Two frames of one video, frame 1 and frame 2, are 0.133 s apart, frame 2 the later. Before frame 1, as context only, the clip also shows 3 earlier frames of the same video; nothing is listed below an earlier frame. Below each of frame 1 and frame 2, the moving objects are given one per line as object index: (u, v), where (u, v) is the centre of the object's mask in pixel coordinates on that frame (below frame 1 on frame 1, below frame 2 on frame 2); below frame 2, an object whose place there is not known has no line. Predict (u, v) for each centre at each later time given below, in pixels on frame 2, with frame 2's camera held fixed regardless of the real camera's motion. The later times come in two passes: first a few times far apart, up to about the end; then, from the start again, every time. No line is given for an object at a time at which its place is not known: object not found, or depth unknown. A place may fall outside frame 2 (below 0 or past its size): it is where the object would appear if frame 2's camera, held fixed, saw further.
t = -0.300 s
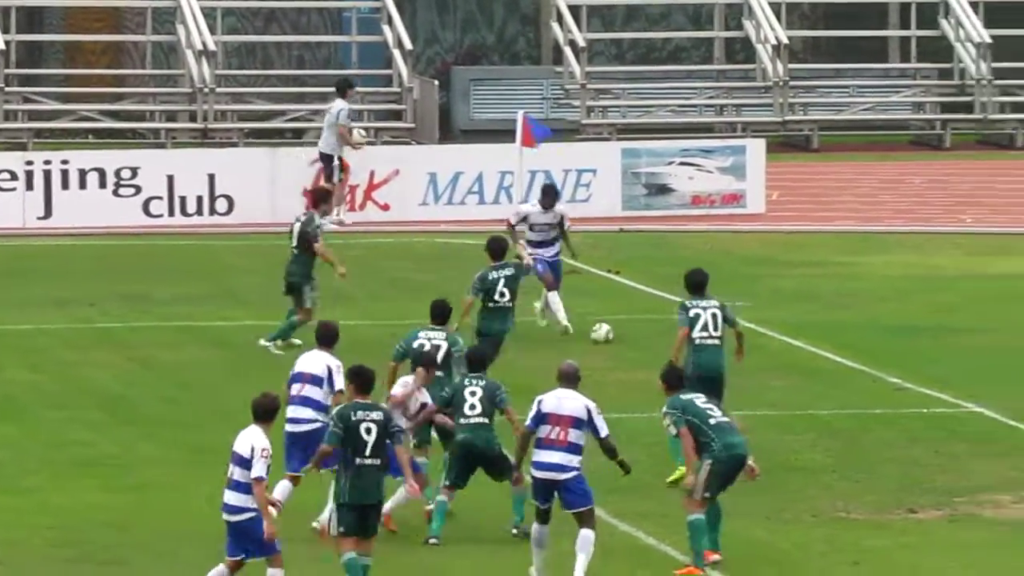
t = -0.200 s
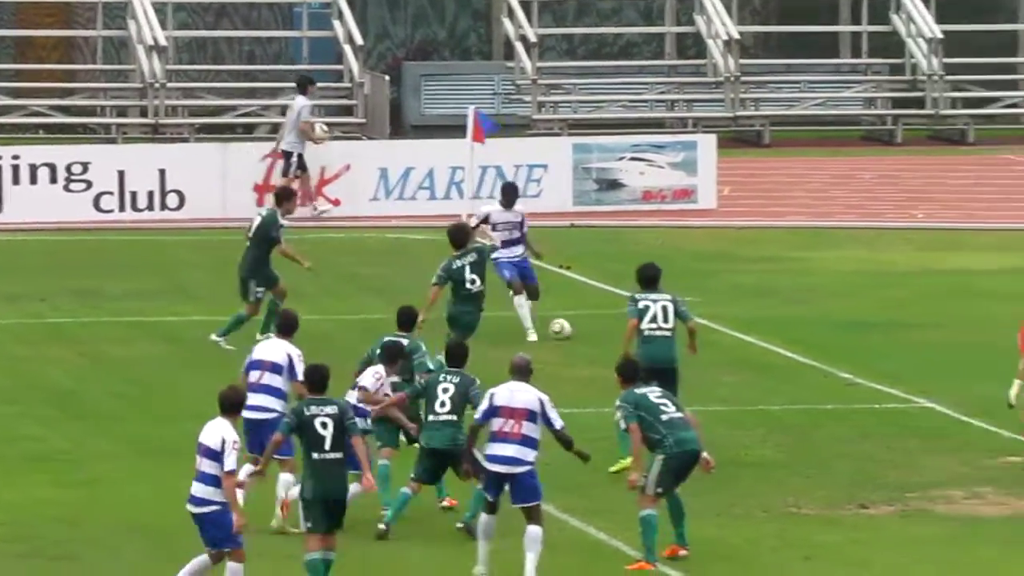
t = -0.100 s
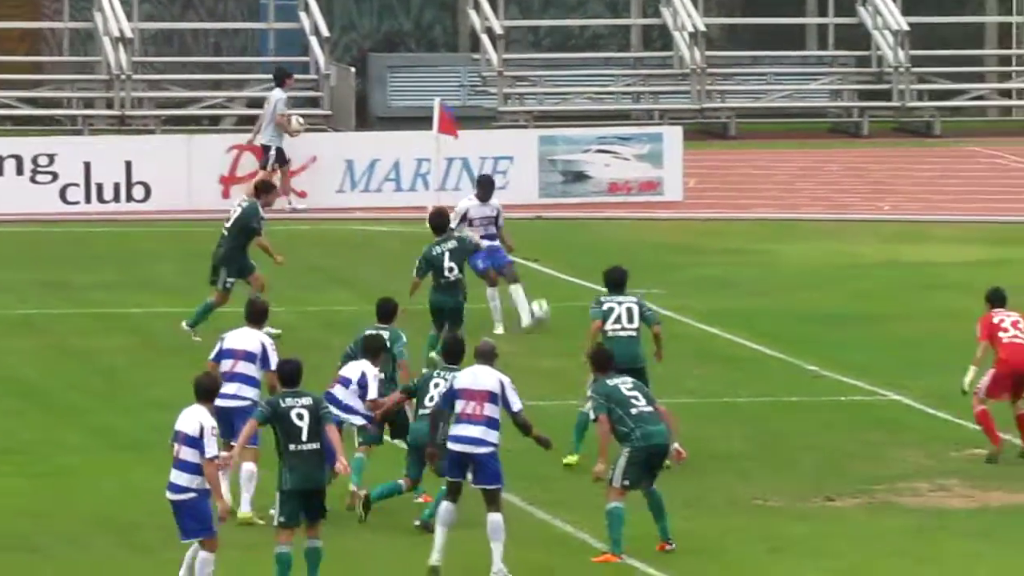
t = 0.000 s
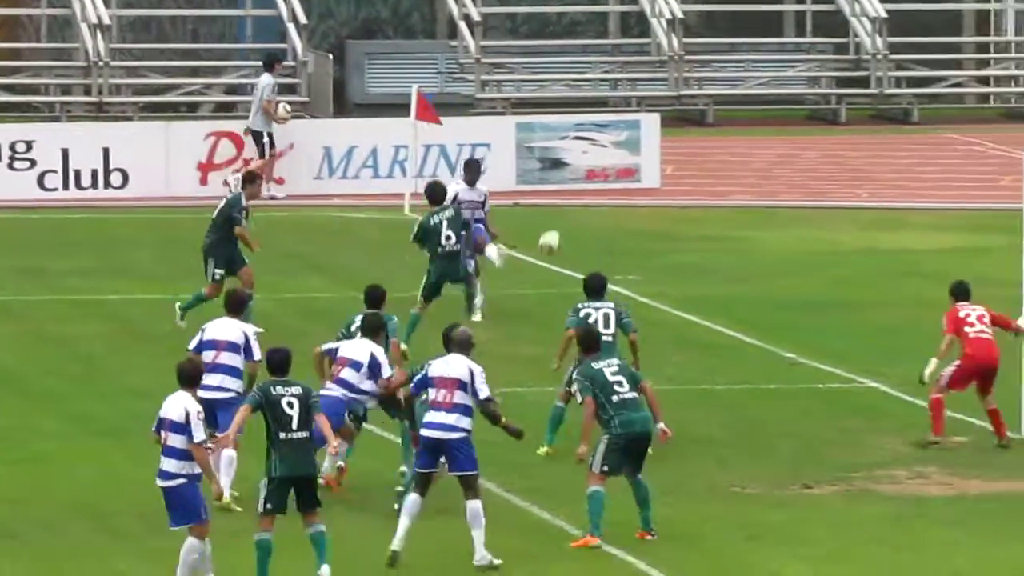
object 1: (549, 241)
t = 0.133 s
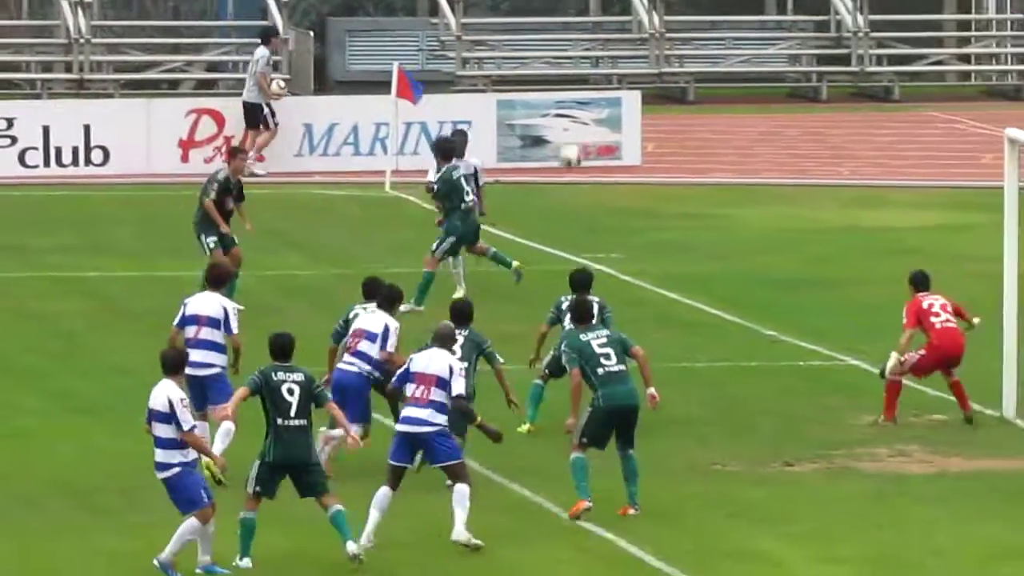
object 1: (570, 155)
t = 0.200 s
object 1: (589, 131)
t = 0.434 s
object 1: (646, 58)
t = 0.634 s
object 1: (684, 29)
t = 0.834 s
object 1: (711, 37)
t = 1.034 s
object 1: (741, 81)
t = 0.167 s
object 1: (580, 144)
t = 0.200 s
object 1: (589, 131)
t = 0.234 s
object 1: (596, 118)
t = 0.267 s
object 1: (605, 106)
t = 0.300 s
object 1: (613, 94)
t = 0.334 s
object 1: (621, 84)
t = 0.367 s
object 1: (629, 76)
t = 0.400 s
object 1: (638, 65)
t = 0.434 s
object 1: (646, 58)
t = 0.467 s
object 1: (653, 51)
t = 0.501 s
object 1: (659, 43)
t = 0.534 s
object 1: (667, 40)
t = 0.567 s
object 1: (673, 36)
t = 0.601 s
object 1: (679, 33)
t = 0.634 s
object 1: (684, 29)
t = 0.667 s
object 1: (688, 30)
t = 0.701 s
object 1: (693, 29)
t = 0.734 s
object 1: (698, 30)
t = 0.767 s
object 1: (703, 30)
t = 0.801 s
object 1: (707, 33)
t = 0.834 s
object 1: (711, 37)
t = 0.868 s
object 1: (715, 41)
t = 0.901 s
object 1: (718, 48)
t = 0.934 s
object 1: (725, 54)
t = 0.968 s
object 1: (730, 62)
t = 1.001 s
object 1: (735, 72)
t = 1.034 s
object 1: (741, 81)
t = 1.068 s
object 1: (747, 94)
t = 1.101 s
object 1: (752, 106)
